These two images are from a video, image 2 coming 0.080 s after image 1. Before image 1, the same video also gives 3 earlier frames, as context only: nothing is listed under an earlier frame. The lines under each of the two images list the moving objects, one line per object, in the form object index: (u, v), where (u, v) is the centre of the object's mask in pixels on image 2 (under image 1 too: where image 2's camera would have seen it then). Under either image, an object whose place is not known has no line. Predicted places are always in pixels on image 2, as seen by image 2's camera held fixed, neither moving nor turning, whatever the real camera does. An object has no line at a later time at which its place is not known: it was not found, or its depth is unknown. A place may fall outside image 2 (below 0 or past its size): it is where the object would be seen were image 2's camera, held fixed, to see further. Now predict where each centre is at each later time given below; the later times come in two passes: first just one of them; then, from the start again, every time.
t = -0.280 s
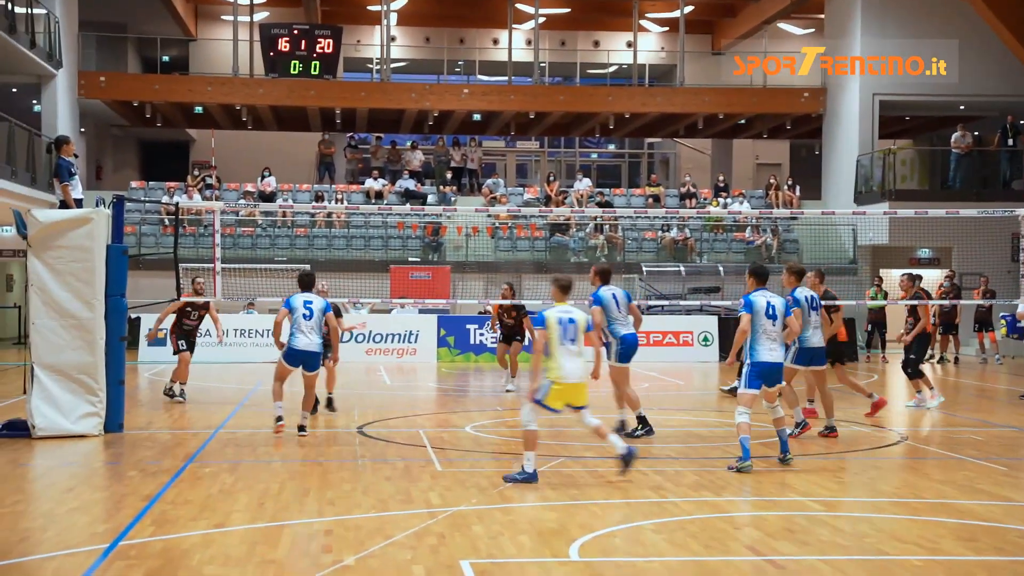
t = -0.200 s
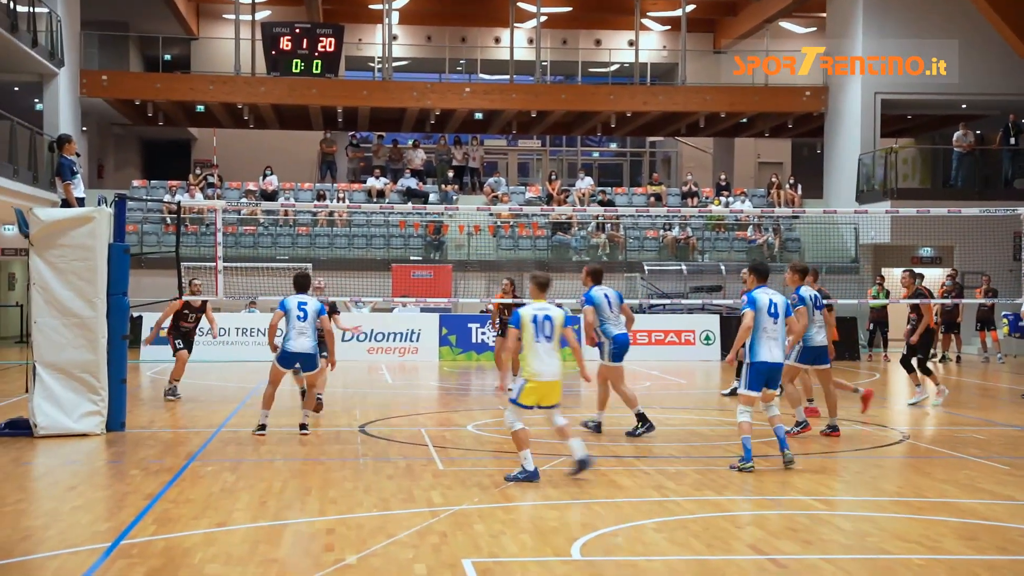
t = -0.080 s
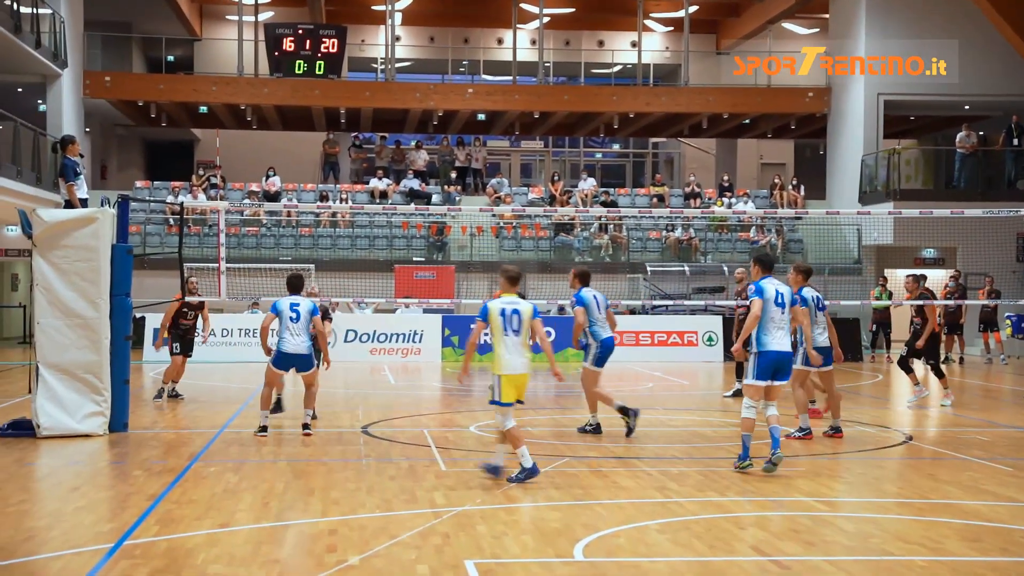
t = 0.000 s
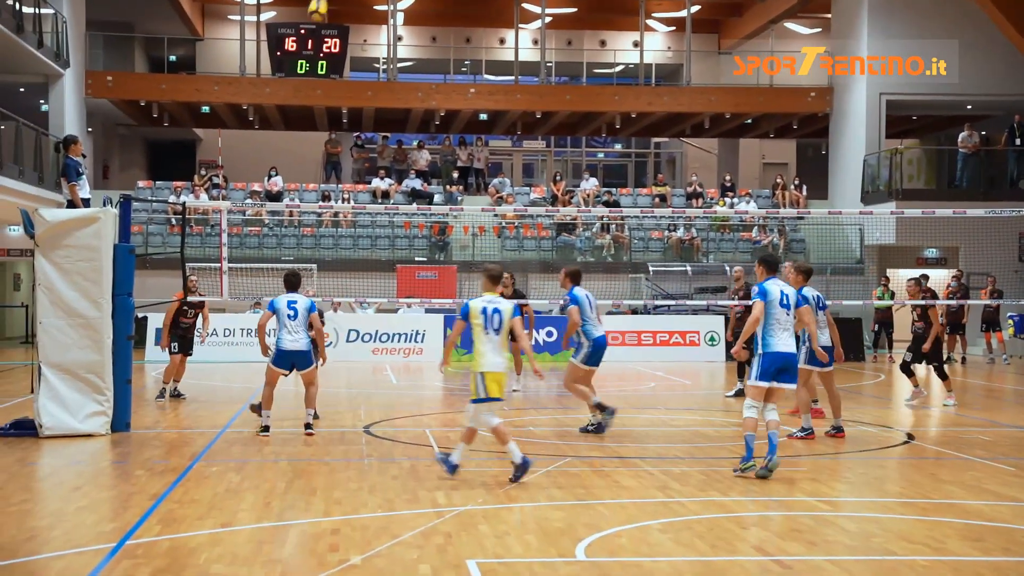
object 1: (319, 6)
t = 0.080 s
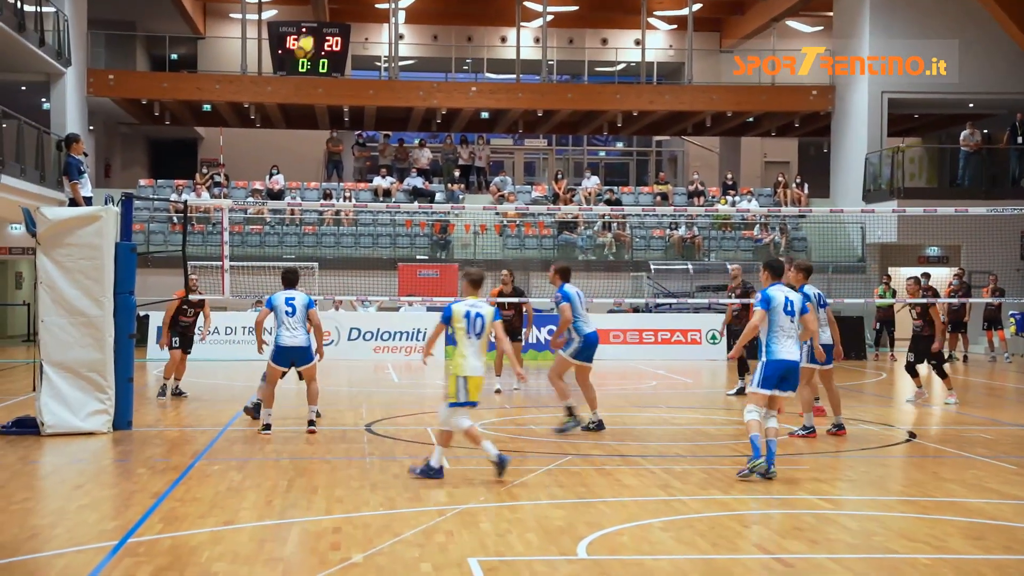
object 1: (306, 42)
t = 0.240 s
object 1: (277, 140)
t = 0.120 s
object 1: (297, 66)
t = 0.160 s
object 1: (290, 89)
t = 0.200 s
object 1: (283, 113)
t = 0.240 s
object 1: (277, 140)
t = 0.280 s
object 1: (269, 165)
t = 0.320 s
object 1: (262, 190)
